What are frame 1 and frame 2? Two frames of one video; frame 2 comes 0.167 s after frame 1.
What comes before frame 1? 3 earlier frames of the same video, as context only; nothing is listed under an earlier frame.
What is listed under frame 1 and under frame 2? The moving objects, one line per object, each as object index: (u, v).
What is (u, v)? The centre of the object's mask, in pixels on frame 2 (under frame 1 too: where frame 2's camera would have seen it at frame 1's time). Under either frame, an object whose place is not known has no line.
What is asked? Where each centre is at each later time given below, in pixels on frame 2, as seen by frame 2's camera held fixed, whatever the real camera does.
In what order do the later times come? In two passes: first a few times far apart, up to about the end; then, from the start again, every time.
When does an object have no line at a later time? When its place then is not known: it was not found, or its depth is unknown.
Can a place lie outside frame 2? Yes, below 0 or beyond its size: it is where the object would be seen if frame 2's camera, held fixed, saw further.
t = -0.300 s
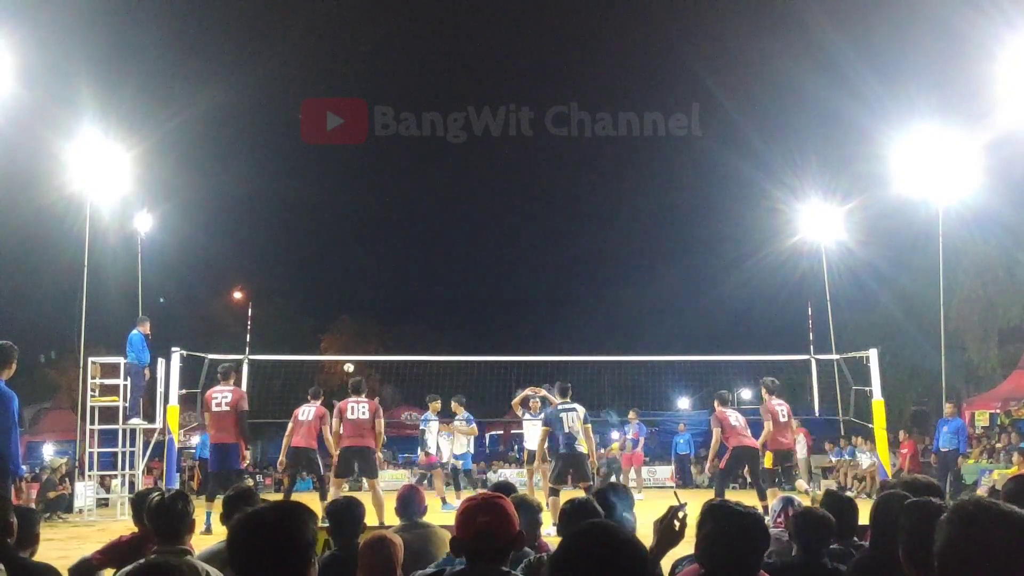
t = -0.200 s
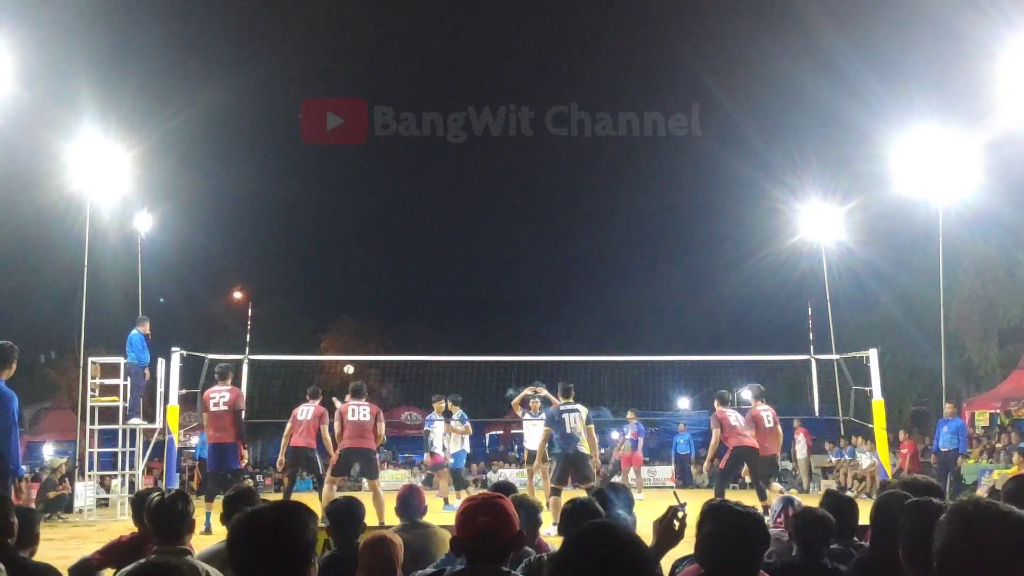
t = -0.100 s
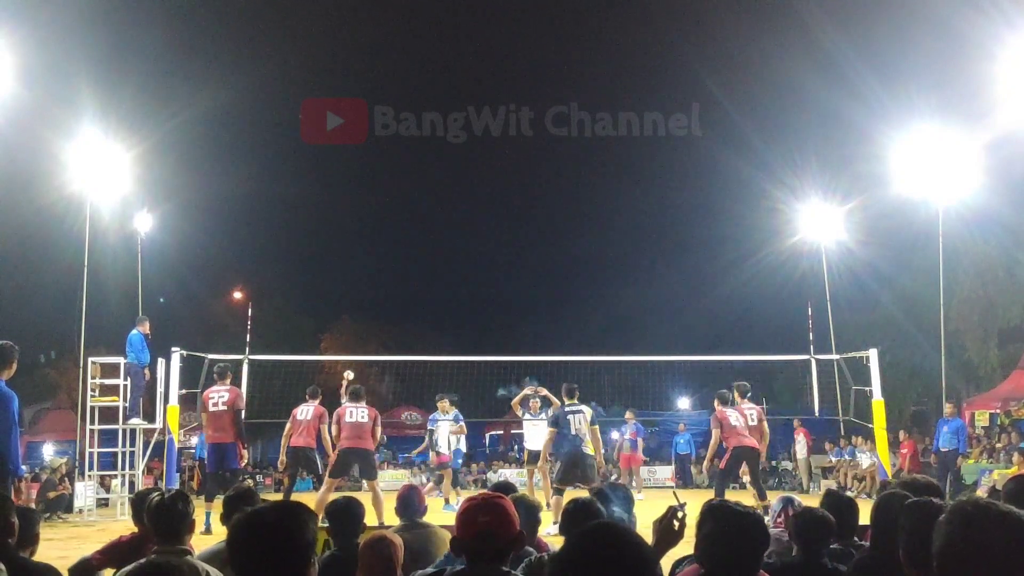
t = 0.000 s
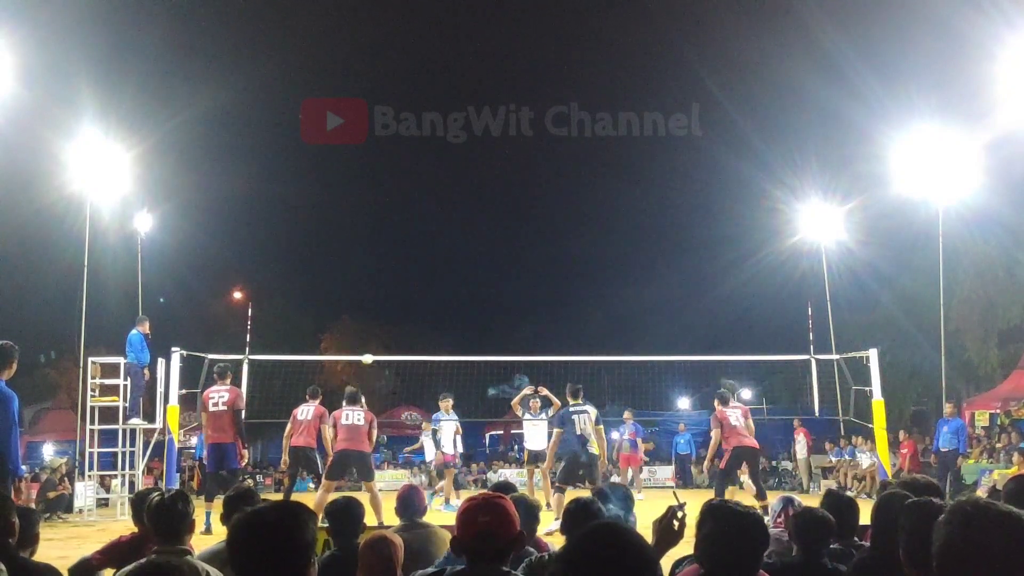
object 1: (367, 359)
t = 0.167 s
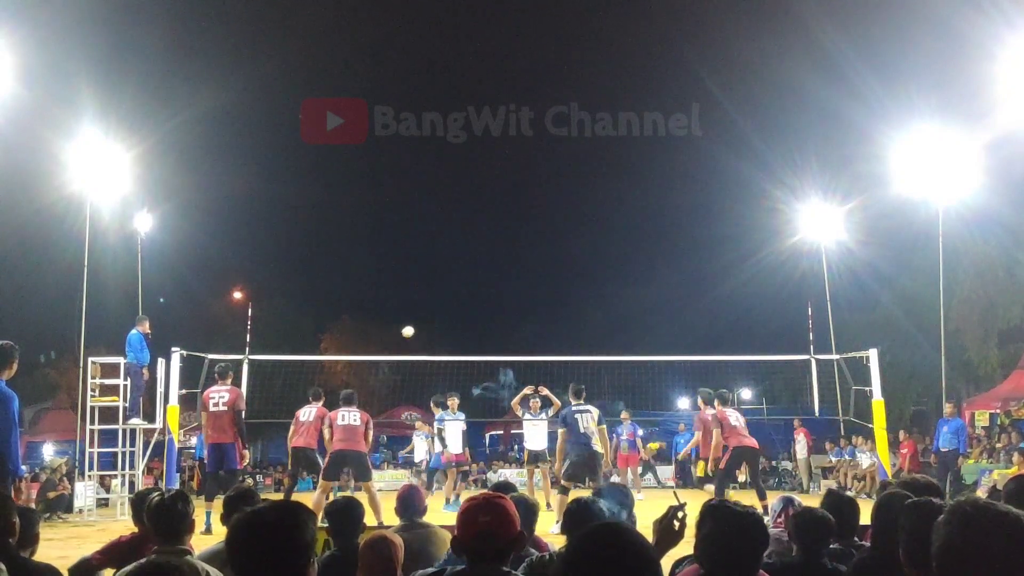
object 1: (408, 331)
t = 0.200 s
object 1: (417, 328)
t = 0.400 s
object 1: (474, 318)
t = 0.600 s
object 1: (540, 328)
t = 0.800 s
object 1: (609, 362)
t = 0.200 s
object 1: (417, 328)
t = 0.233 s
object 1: (426, 324)
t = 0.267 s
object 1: (435, 322)
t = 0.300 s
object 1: (445, 320)
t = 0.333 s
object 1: (454, 318)
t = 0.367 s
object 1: (464, 317)
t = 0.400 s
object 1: (474, 318)
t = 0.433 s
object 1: (485, 318)
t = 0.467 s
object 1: (496, 319)
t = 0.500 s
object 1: (507, 321)
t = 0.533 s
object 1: (518, 322)
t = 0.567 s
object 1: (529, 325)
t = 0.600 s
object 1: (540, 328)
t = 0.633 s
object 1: (552, 332)
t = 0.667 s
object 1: (563, 337)
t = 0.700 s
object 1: (574, 342)
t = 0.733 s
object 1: (586, 348)
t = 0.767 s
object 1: (597, 354)
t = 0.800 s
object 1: (609, 362)
